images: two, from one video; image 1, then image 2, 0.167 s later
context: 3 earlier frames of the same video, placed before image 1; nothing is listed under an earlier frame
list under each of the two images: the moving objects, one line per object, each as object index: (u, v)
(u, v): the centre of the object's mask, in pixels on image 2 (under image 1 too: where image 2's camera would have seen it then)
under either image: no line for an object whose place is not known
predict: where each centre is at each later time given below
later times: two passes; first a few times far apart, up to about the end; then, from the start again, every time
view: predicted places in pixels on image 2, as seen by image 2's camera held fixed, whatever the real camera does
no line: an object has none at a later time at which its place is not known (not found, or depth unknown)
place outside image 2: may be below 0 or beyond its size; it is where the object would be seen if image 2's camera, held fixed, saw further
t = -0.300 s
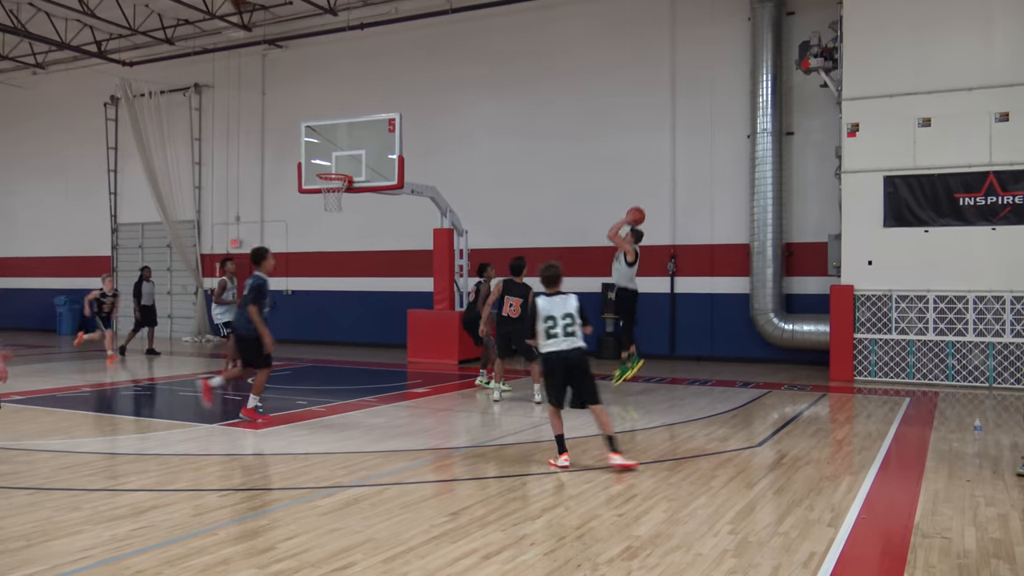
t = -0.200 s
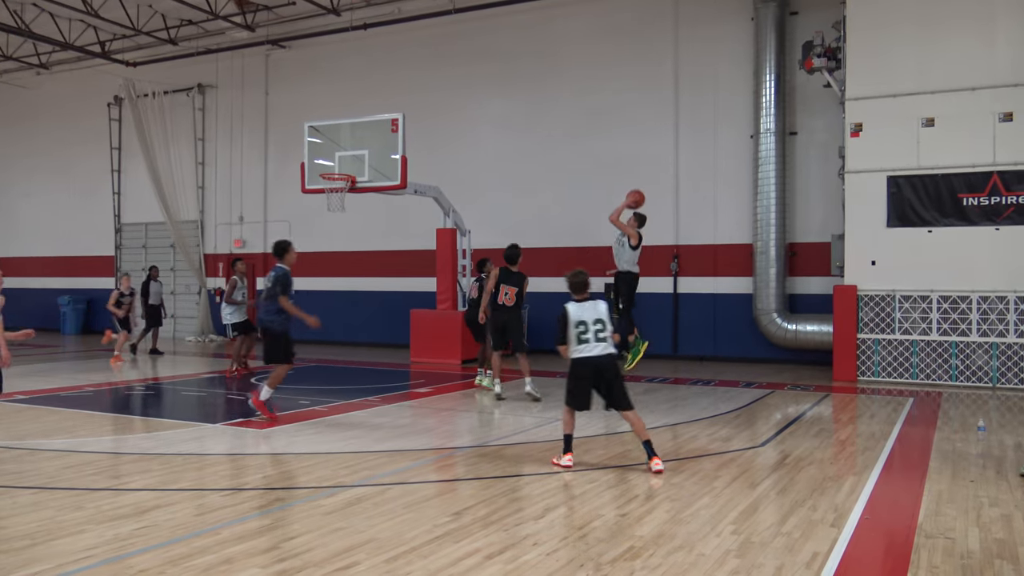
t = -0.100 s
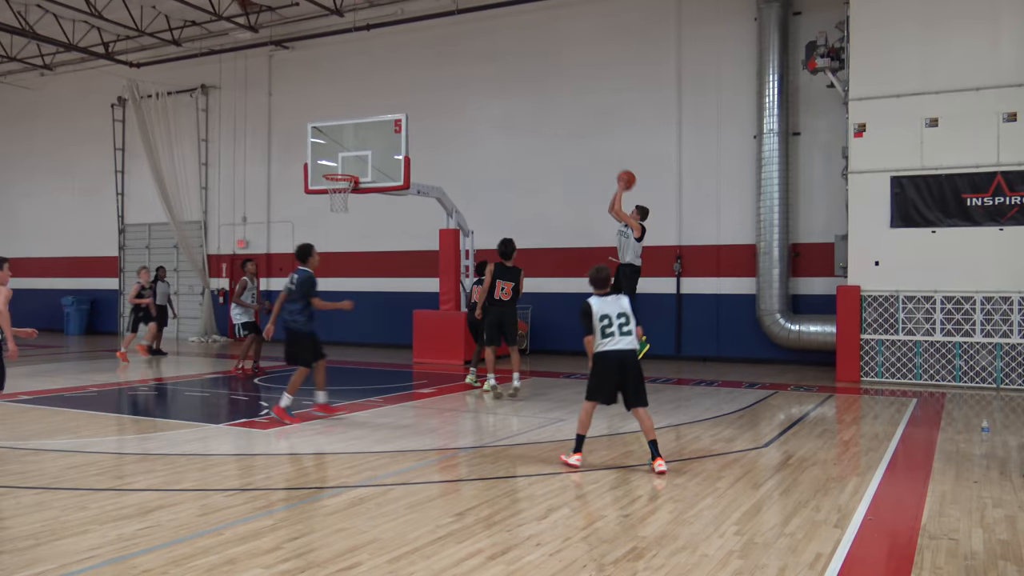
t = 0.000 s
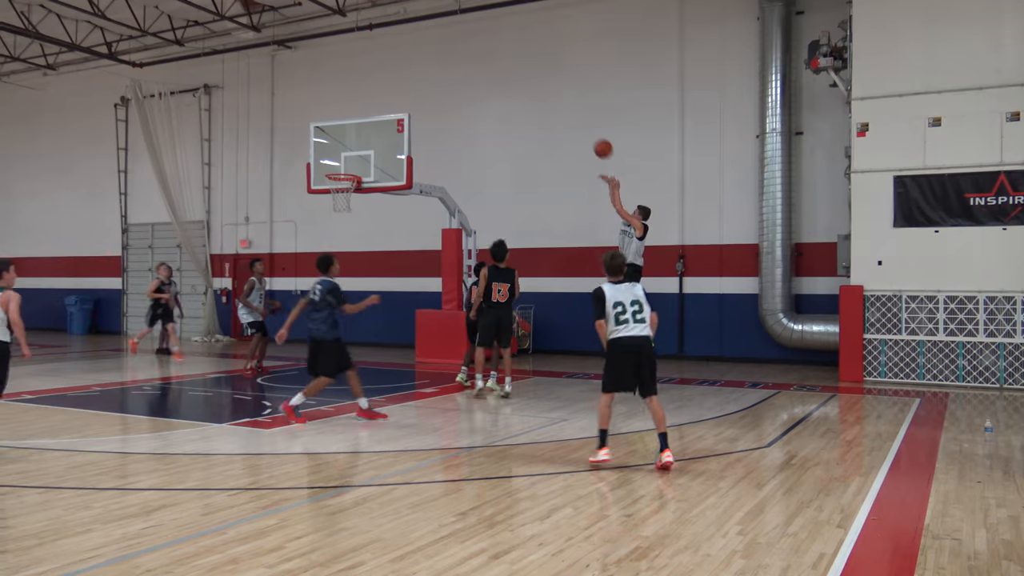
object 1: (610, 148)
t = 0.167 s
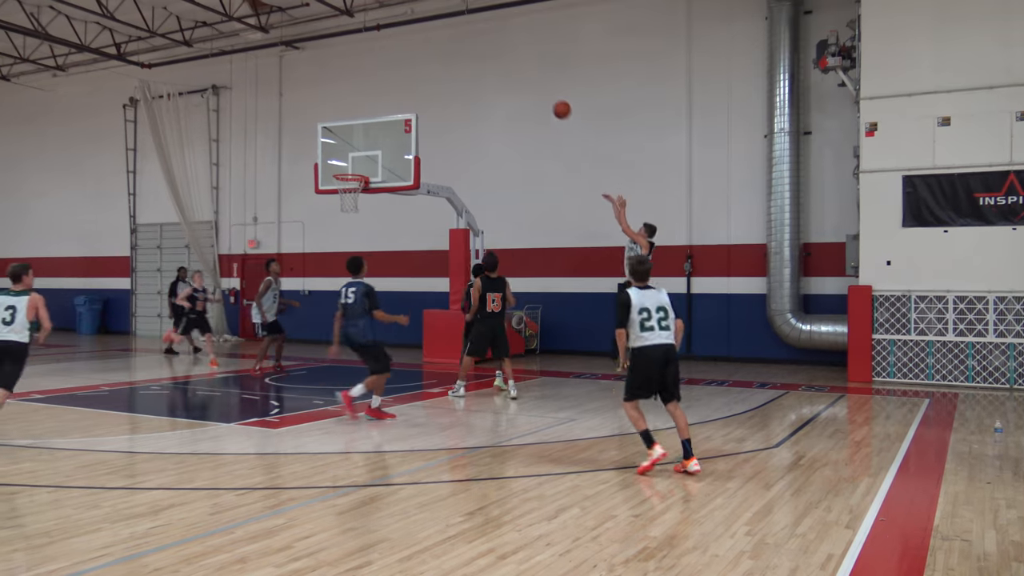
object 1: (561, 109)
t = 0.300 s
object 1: (525, 94)
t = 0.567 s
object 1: (457, 101)
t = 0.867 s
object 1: (388, 163)
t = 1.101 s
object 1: (347, 228)
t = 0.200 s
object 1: (552, 104)
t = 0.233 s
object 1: (543, 100)
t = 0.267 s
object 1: (534, 97)
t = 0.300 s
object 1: (525, 94)
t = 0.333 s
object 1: (516, 92)
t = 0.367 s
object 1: (507, 91)
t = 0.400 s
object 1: (499, 91)
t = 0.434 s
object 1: (490, 92)
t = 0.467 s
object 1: (481, 93)
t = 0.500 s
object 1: (473, 95)
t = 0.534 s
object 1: (465, 98)
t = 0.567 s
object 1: (457, 101)
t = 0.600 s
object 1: (448, 105)
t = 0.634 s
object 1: (441, 110)
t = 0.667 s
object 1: (433, 116)
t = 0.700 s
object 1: (425, 122)
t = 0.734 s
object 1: (417, 129)
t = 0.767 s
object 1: (410, 137)
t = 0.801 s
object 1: (403, 144)
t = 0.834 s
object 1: (395, 154)
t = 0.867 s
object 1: (388, 163)
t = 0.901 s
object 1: (380, 173)
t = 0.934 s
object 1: (372, 185)
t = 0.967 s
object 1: (368, 192)
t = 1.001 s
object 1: (364, 200)
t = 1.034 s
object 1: (359, 209)
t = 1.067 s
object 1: (353, 219)
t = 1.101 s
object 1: (347, 228)
